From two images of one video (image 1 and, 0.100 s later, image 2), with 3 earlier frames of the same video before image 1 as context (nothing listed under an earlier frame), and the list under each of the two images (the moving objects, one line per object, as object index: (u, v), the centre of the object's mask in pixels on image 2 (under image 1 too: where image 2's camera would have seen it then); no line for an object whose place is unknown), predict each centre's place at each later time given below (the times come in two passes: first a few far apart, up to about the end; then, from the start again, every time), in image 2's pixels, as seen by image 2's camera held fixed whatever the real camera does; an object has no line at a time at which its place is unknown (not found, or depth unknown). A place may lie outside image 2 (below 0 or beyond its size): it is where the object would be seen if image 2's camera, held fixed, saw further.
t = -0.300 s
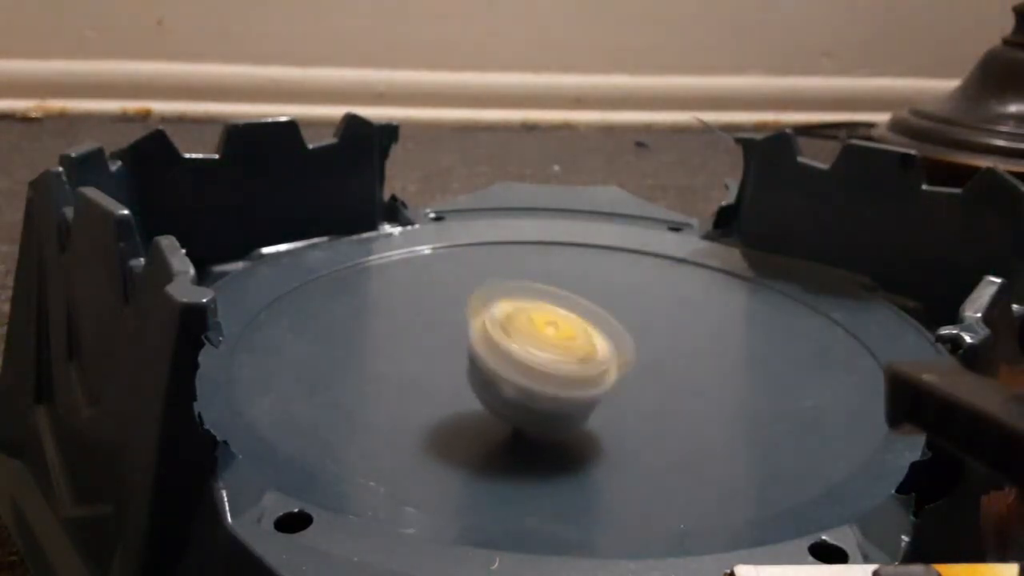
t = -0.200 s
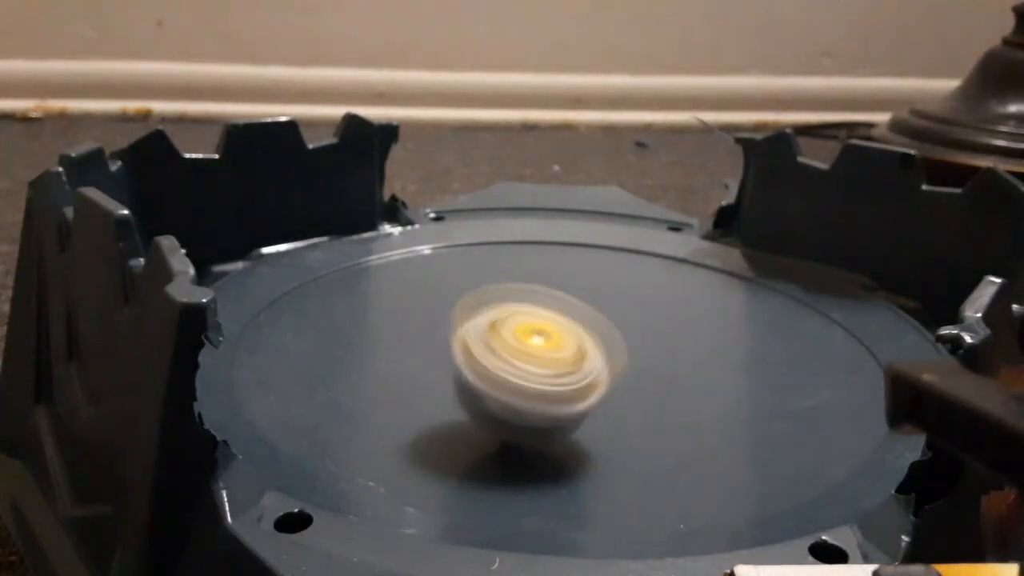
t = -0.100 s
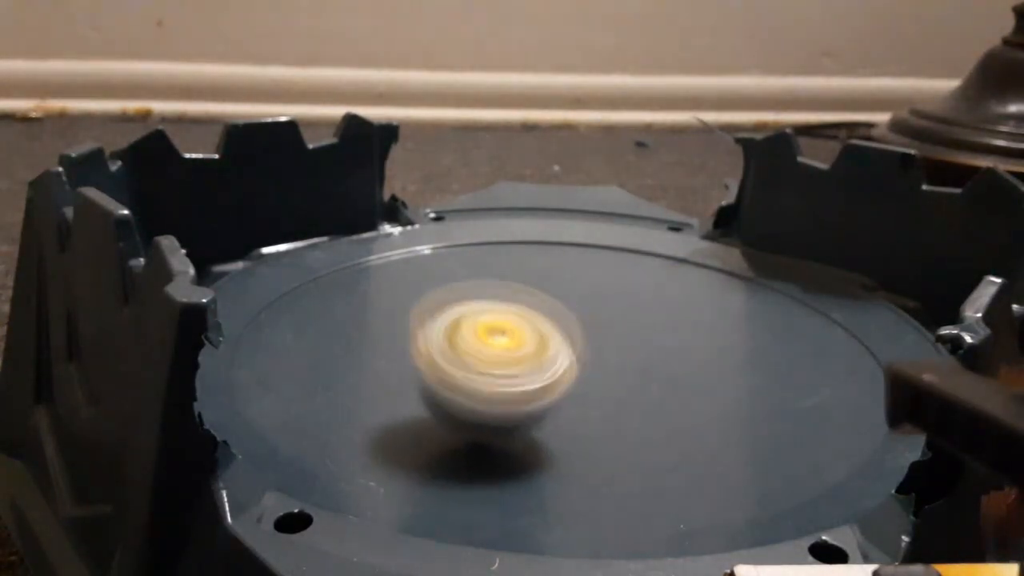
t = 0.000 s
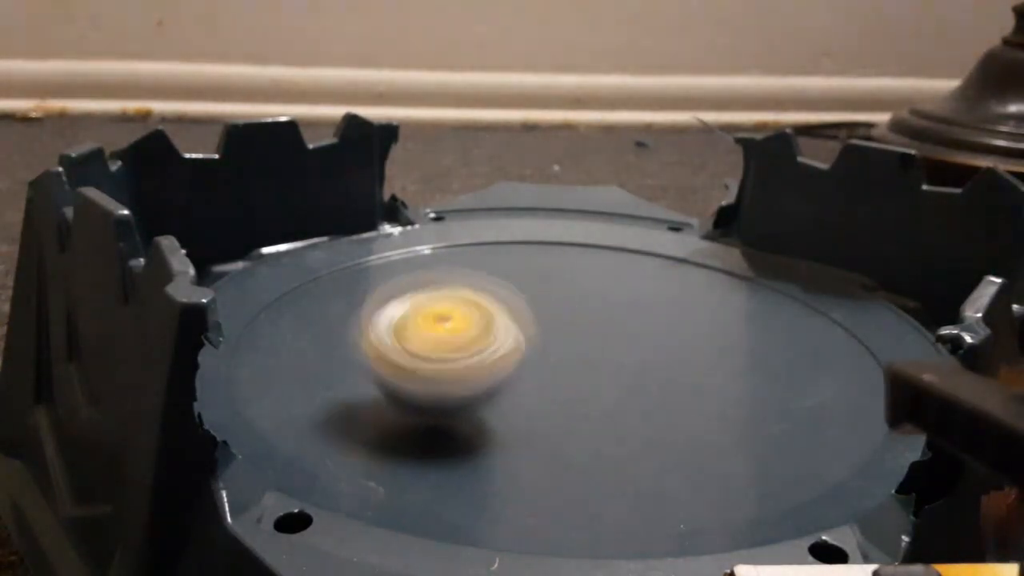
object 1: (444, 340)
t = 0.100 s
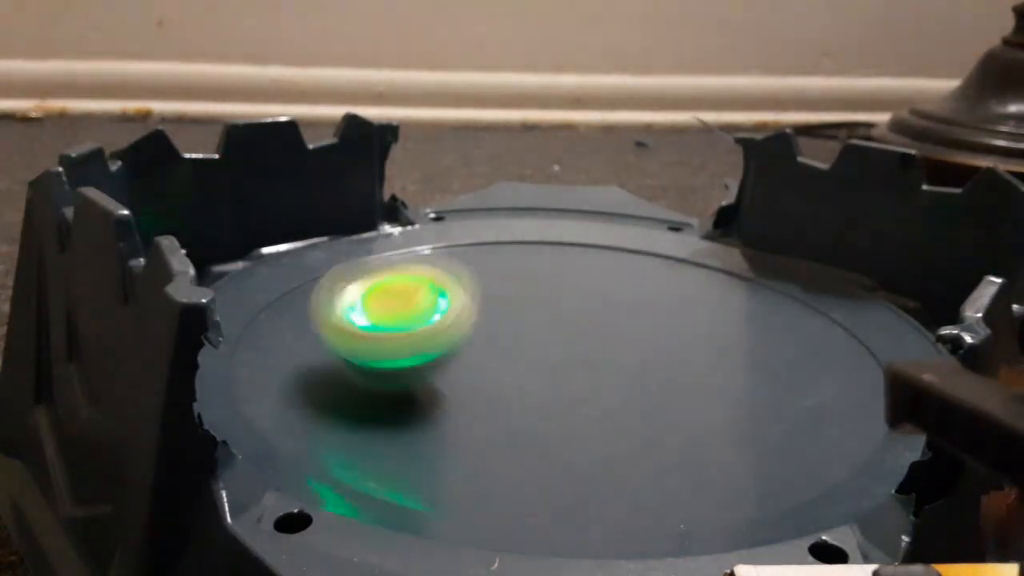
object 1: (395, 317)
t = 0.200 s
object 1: (380, 286)
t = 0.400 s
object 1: (469, 237)
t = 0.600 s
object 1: (646, 246)
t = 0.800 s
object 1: (787, 329)
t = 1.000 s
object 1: (686, 404)
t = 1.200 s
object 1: (436, 388)
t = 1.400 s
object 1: (281, 322)
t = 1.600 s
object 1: (314, 256)
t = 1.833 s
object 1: (477, 219)
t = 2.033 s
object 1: (640, 229)
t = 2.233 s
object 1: (785, 283)
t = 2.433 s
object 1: (817, 364)
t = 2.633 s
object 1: (623, 408)
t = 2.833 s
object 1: (416, 377)
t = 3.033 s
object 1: (434, 318)
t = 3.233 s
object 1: (524, 294)
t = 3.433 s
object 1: (559, 292)
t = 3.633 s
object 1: (545, 302)
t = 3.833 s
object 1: (539, 310)
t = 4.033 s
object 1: (539, 325)
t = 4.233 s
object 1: (526, 324)
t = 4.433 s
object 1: (521, 319)
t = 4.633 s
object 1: (529, 305)
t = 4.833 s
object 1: (546, 304)
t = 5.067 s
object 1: (560, 316)
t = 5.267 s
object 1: (555, 329)
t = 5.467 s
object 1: (531, 326)
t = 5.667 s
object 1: (521, 314)
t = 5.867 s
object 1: (525, 307)
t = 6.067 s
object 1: (530, 313)
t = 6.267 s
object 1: (573, 323)
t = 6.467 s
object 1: (605, 330)
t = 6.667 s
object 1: (587, 334)
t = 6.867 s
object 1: (536, 337)
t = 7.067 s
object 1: (480, 329)
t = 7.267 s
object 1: (450, 317)
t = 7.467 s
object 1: (470, 300)
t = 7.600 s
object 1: (505, 284)
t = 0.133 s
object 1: (385, 307)
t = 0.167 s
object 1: (380, 296)
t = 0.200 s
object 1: (380, 286)
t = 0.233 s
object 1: (383, 276)
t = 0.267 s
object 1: (391, 267)
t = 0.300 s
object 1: (403, 259)
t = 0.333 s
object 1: (421, 250)
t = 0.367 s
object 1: (443, 242)
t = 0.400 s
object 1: (469, 237)
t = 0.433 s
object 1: (493, 233)
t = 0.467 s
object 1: (522, 231)
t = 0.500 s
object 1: (552, 232)
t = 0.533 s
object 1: (583, 234)
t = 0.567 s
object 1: (615, 239)
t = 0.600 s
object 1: (646, 246)
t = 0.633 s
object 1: (681, 255)
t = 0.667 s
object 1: (709, 265)
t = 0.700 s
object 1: (736, 277)
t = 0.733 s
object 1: (760, 294)
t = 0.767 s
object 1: (776, 308)
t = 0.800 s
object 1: (787, 329)
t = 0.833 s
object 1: (789, 348)
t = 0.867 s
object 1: (783, 365)
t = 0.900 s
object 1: (769, 378)
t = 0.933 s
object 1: (749, 387)
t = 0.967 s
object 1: (721, 394)
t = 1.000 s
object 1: (686, 404)
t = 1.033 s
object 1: (649, 405)
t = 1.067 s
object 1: (607, 407)
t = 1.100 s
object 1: (564, 405)
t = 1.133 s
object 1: (520, 400)
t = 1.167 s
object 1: (477, 395)
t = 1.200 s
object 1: (436, 388)
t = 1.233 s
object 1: (399, 379)
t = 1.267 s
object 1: (364, 367)
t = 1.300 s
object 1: (332, 356)
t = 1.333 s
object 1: (308, 348)
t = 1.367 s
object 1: (292, 333)
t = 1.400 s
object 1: (281, 322)
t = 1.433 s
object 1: (277, 309)
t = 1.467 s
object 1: (279, 295)
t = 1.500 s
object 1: (283, 285)
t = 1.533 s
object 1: (288, 277)
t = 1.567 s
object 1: (300, 265)
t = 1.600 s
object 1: (314, 256)
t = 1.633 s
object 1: (330, 248)
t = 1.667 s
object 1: (353, 237)
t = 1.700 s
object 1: (375, 232)
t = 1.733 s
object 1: (396, 231)
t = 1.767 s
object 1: (422, 225)
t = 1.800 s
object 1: (450, 222)
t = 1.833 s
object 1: (477, 219)
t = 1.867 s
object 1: (504, 218)
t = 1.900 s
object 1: (530, 217)
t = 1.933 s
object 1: (558, 219)
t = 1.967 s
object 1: (587, 221)
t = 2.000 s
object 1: (614, 225)
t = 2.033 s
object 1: (640, 229)
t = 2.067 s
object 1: (666, 235)
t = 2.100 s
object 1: (695, 243)
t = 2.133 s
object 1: (721, 253)
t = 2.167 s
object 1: (745, 264)
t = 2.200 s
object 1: (768, 273)
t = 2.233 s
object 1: (785, 283)
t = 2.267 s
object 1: (802, 296)
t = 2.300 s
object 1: (814, 309)
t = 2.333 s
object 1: (827, 324)
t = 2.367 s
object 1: (827, 338)
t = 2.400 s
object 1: (825, 353)
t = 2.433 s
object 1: (817, 364)
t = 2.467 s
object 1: (799, 379)
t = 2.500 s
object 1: (781, 390)
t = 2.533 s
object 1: (755, 393)
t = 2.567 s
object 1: (711, 407)
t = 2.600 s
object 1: (676, 407)
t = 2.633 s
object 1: (623, 408)
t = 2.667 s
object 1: (581, 406)
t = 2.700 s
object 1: (533, 407)
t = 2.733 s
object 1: (495, 404)
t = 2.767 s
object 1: (459, 394)
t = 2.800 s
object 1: (434, 383)
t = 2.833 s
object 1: (416, 377)
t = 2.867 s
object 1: (407, 366)
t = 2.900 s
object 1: (403, 354)
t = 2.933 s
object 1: (403, 347)
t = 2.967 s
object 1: (409, 339)
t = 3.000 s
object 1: (422, 328)
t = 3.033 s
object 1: (434, 318)
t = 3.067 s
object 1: (447, 312)
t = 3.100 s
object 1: (464, 306)
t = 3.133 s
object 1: (480, 301)
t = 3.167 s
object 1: (498, 299)
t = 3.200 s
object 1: (510, 297)
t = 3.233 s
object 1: (524, 294)
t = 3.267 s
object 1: (535, 293)
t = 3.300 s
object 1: (546, 294)
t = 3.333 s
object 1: (551, 294)
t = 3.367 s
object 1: (555, 294)
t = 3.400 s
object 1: (557, 293)
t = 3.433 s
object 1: (559, 292)
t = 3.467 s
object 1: (559, 293)
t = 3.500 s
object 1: (557, 294)
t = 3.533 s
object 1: (555, 298)
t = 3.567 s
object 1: (554, 296)
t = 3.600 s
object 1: (549, 298)
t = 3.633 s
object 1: (545, 302)
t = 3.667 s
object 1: (542, 305)
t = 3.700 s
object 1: (541, 304)
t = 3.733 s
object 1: (539, 305)
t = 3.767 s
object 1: (539, 307)
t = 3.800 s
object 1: (539, 308)
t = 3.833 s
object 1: (539, 310)
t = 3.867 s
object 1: (541, 312)
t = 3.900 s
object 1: (541, 312)
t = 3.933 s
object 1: (542, 319)
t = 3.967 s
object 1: (543, 322)
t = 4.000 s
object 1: (542, 324)
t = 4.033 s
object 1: (539, 325)
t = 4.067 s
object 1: (538, 324)
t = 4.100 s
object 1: (537, 326)
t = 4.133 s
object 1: (533, 325)
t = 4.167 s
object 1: (531, 324)
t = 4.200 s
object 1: (529, 324)
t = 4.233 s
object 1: (526, 324)
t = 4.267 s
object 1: (522, 324)
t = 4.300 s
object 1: (521, 324)
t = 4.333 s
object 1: (520, 325)
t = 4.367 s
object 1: (518, 323)
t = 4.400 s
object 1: (518, 319)
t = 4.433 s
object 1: (521, 319)
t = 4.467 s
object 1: (521, 315)
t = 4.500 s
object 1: (522, 312)
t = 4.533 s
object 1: (525, 311)
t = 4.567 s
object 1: (528, 310)
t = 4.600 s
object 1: (529, 306)
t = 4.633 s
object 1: (529, 305)
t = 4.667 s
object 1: (534, 306)
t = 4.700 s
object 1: (536, 302)
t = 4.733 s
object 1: (538, 302)
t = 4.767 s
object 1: (541, 304)
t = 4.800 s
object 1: (544, 303)
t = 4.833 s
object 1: (546, 304)
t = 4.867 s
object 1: (547, 306)
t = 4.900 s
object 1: (551, 306)
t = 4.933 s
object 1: (553, 307)
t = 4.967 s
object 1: (555, 310)
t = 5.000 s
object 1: (557, 311)
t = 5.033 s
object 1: (559, 313)
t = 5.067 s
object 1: (560, 316)
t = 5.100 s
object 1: (561, 319)
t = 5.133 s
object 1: (562, 322)
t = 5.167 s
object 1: (562, 326)
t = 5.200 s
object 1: (560, 328)
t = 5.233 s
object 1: (558, 328)
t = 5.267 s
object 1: (555, 329)
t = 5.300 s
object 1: (550, 328)
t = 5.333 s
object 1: (548, 328)
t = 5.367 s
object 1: (544, 327)
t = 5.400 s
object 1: (540, 327)
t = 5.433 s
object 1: (534, 327)
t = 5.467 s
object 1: (531, 326)
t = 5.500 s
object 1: (527, 326)
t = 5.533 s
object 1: (522, 325)
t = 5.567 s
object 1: (522, 322)
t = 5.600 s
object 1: (521, 320)
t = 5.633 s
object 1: (520, 317)
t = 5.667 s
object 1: (521, 314)
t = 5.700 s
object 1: (524, 313)
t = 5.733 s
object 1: (525, 309)
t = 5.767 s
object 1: (526, 307)
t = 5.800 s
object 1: (529, 308)
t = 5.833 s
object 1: (528, 308)
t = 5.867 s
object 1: (525, 307)
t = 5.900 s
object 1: (526, 310)
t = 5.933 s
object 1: (525, 309)
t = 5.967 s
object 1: (523, 310)
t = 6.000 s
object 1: (526, 312)
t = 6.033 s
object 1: (528, 313)
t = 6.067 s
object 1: (530, 313)
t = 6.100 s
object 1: (538, 315)
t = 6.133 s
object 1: (543, 316)
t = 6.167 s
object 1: (549, 318)
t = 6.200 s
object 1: (559, 320)
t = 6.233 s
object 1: (564, 320)
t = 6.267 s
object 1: (573, 323)
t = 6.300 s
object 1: (582, 323)
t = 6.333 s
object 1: (587, 326)
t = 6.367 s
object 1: (595, 327)
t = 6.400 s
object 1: (598, 329)
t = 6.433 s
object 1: (602, 329)
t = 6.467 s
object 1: (605, 330)
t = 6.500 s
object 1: (605, 332)
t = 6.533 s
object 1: (604, 332)
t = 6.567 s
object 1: (602, 333)
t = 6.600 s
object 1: (598, 333)
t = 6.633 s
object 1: (592, 334)
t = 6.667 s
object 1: (587, 334)
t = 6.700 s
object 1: (579, 335)
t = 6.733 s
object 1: (572, 335)
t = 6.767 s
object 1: (564, 336)
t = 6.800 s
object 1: (555, 336)
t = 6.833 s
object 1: (545, 336)
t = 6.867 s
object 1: (536, 337)
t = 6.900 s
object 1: (526, 335)
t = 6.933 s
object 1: (517, 334)
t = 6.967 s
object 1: (506, 334)
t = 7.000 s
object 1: (496, 332)
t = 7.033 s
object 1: (488, 330)
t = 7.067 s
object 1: (480, 329)
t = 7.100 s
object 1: (474, 327)
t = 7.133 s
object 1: (463, 325)
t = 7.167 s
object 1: (459, 323)
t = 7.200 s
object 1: (452, 320)
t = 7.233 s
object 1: (450, 318)
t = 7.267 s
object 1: (450, 317)
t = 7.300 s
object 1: (446, 314)
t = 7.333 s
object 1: (448, 313)
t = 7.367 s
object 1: (451, 312)
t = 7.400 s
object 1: (454, 306)
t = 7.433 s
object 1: (463, 305)
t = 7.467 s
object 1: (470, 300)
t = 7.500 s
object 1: (475, 296)
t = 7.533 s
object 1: (488, 294)
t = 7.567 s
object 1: (498, 288)
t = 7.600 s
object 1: (505, 284)
